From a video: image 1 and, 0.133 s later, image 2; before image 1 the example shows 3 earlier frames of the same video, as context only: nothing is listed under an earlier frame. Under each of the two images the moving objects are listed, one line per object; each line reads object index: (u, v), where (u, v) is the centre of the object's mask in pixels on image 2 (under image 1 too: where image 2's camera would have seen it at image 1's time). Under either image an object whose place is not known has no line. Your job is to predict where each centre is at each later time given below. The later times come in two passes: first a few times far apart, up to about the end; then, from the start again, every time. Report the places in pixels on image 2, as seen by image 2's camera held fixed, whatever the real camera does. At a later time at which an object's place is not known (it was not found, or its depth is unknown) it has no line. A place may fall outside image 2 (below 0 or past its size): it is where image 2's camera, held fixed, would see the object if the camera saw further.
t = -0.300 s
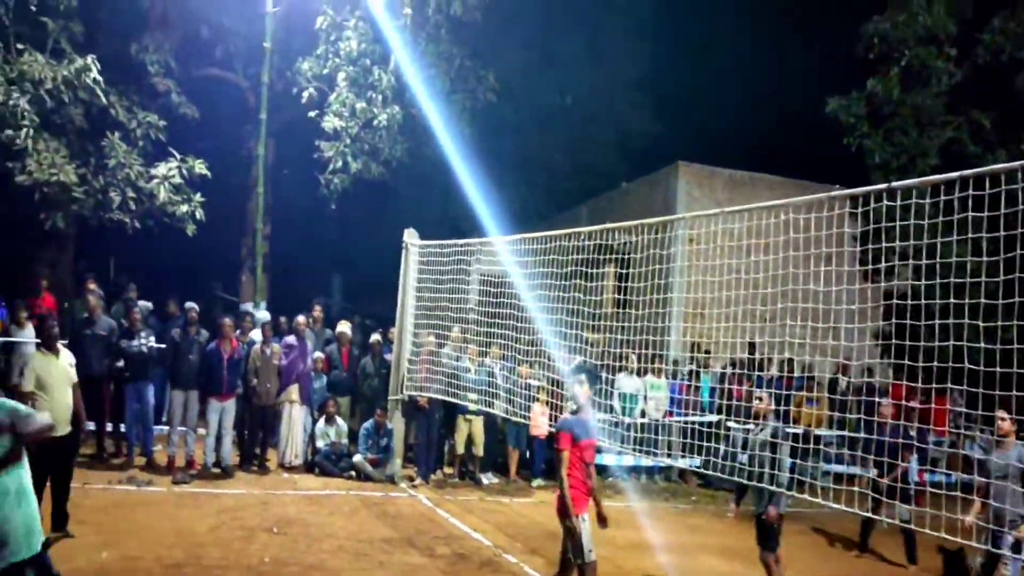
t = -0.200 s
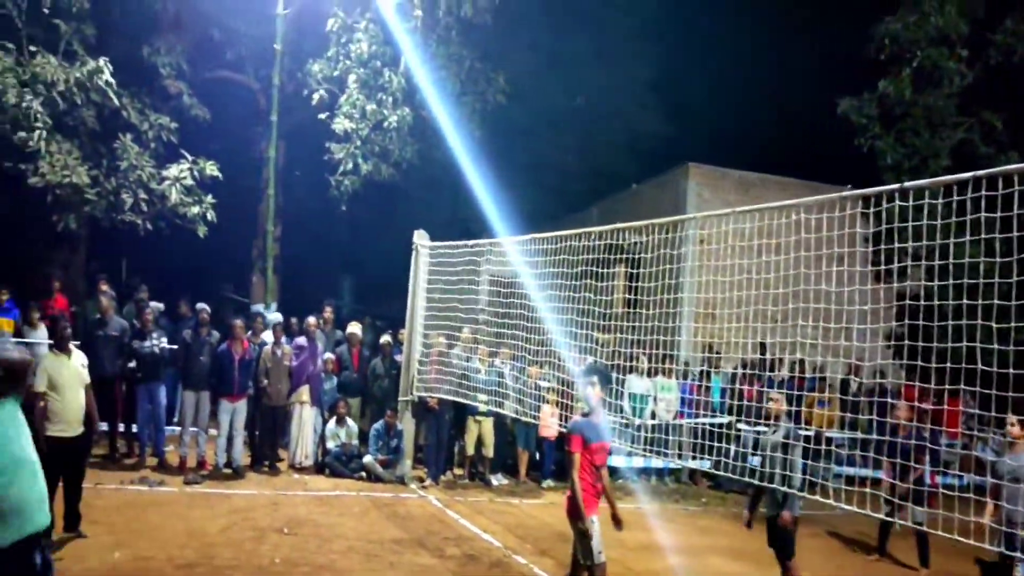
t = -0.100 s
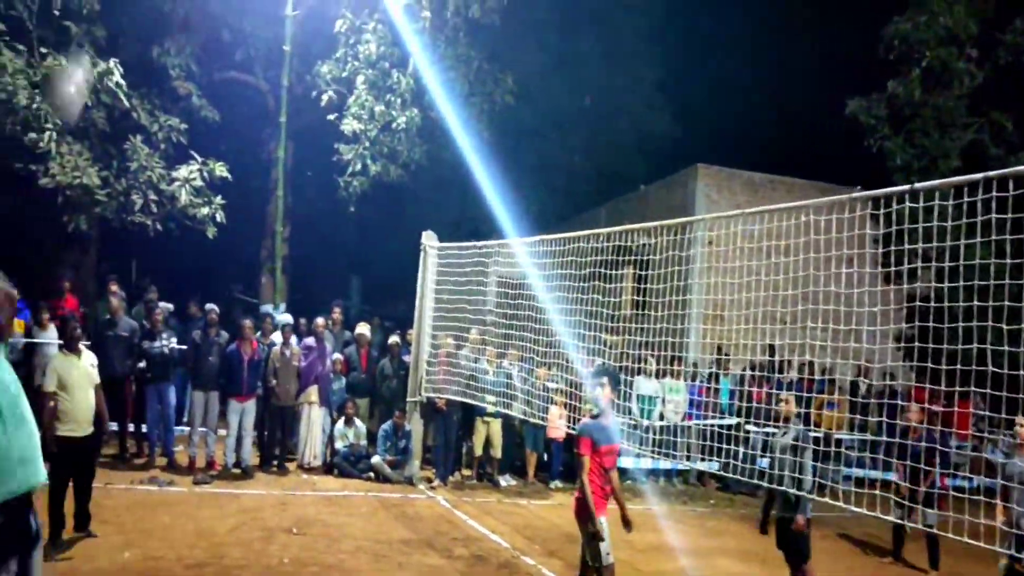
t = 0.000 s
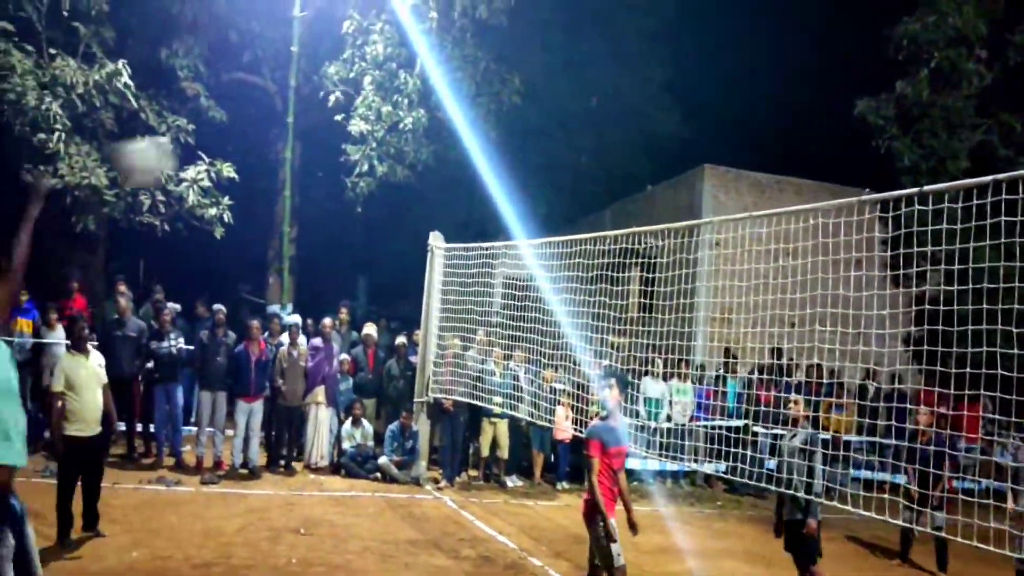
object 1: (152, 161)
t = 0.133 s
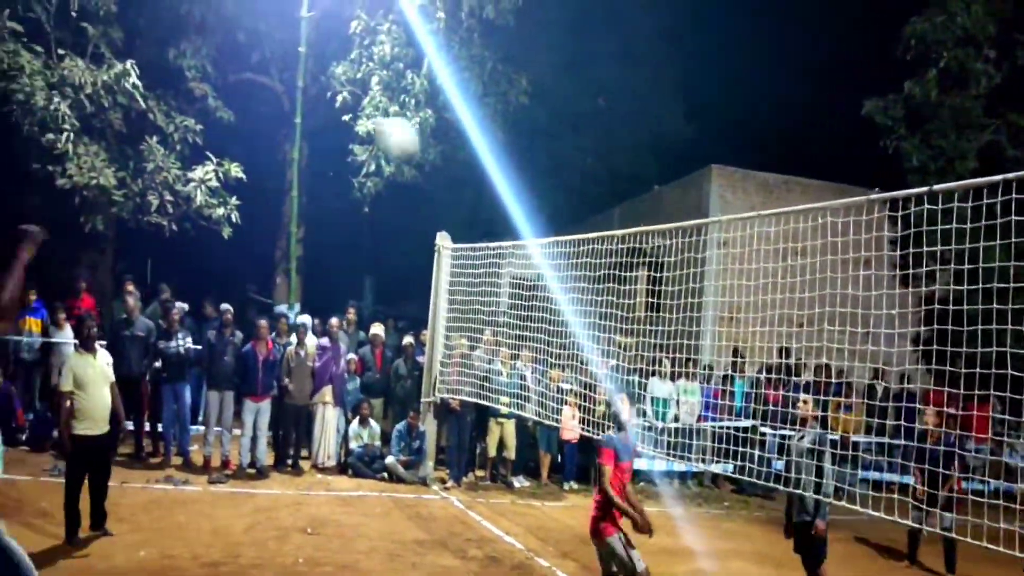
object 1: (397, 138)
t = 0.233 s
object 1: (523, 149)
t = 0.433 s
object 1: (718, 207)
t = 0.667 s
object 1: (835, 242)
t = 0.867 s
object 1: (912, 327)
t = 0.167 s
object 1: (435, 139)
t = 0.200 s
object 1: (482, 141)
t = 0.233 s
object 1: (523, 149)
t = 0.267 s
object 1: (559, 157)
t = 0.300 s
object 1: (601, 168)
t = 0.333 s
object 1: (634, 180)
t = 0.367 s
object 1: (665, 191)
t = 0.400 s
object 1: (696, 204)
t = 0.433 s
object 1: (718, 207)
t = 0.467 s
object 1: (737, 206)
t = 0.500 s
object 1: (756, 206)
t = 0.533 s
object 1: (773, 212)
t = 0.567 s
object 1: (790, 217)
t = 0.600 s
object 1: (806, 224)
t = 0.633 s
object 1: (821, 233)
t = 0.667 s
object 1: (835, 242)
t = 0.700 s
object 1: (850, 253)
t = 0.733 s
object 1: (863, 266)
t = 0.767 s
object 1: (875, 279)
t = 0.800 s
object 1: (889, 294)
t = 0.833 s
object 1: (901, 310)
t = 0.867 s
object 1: (912, 327)
